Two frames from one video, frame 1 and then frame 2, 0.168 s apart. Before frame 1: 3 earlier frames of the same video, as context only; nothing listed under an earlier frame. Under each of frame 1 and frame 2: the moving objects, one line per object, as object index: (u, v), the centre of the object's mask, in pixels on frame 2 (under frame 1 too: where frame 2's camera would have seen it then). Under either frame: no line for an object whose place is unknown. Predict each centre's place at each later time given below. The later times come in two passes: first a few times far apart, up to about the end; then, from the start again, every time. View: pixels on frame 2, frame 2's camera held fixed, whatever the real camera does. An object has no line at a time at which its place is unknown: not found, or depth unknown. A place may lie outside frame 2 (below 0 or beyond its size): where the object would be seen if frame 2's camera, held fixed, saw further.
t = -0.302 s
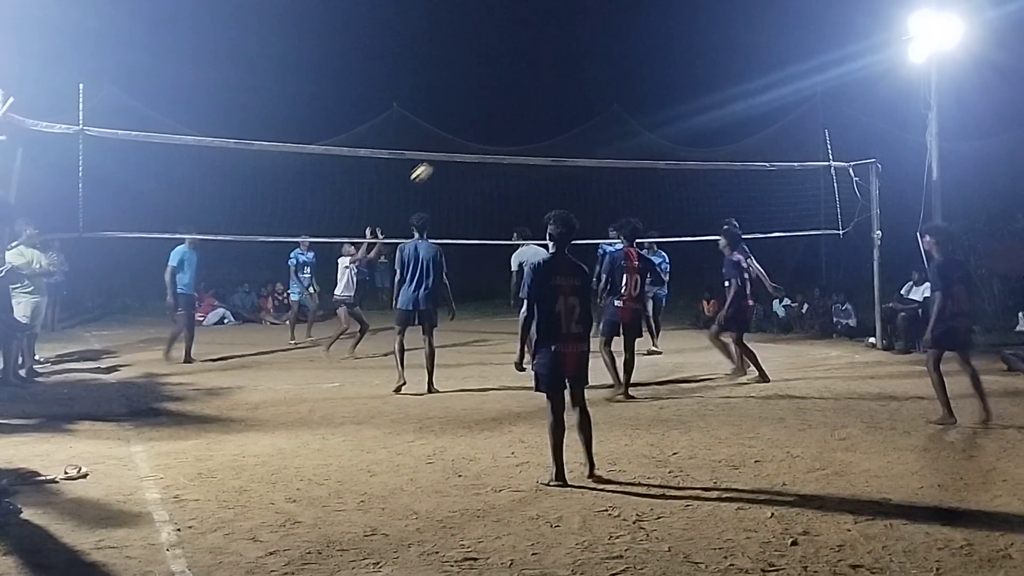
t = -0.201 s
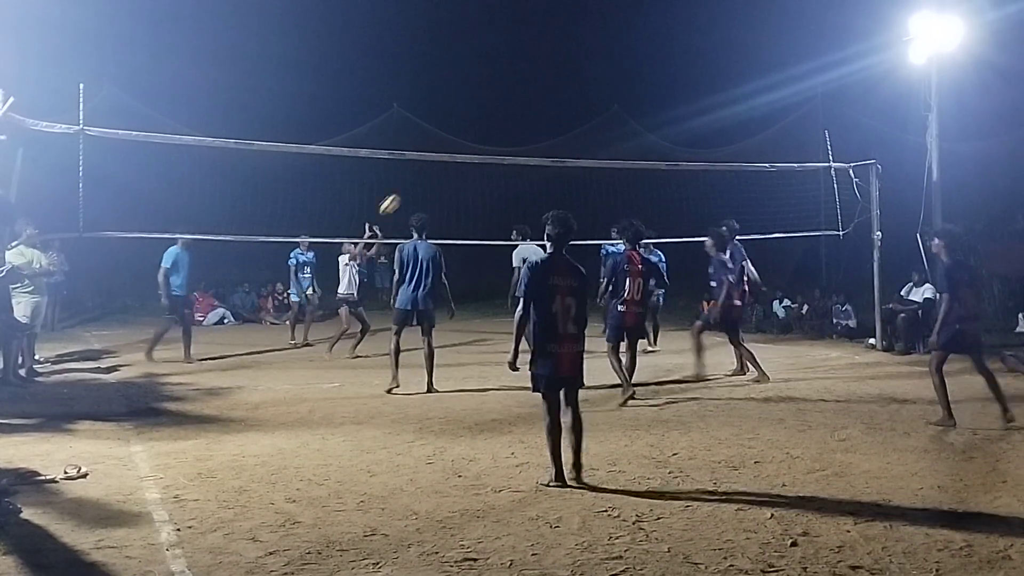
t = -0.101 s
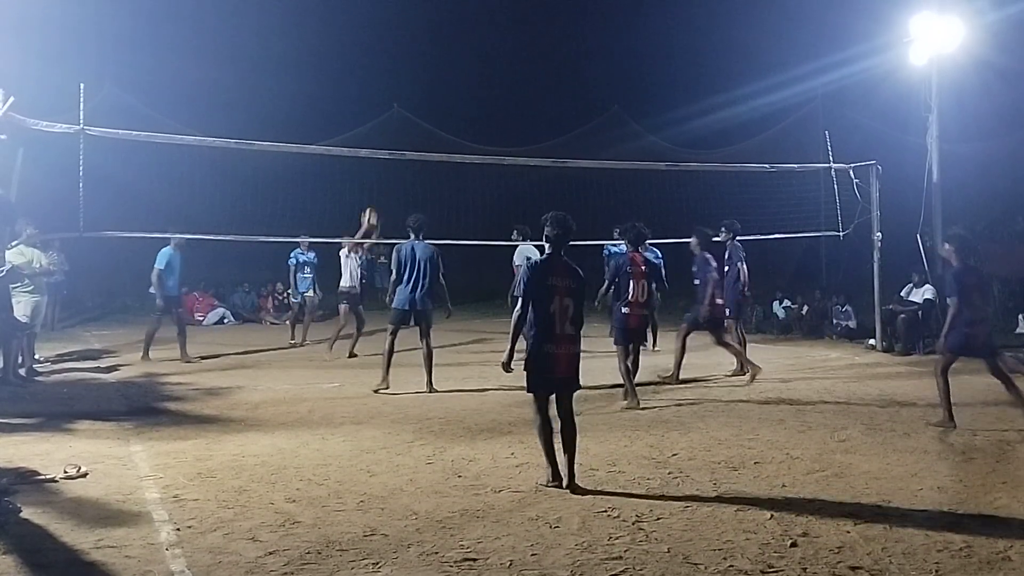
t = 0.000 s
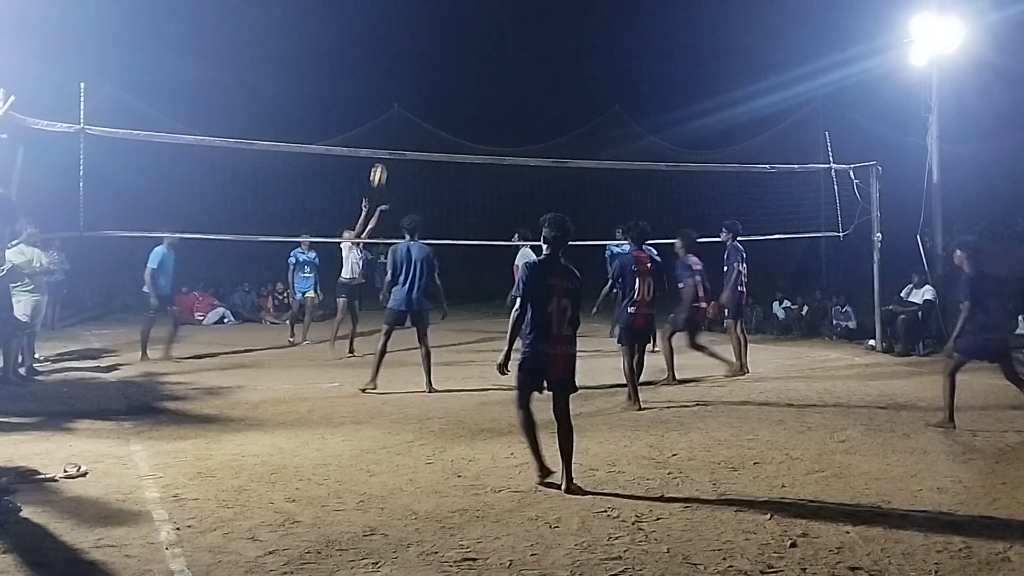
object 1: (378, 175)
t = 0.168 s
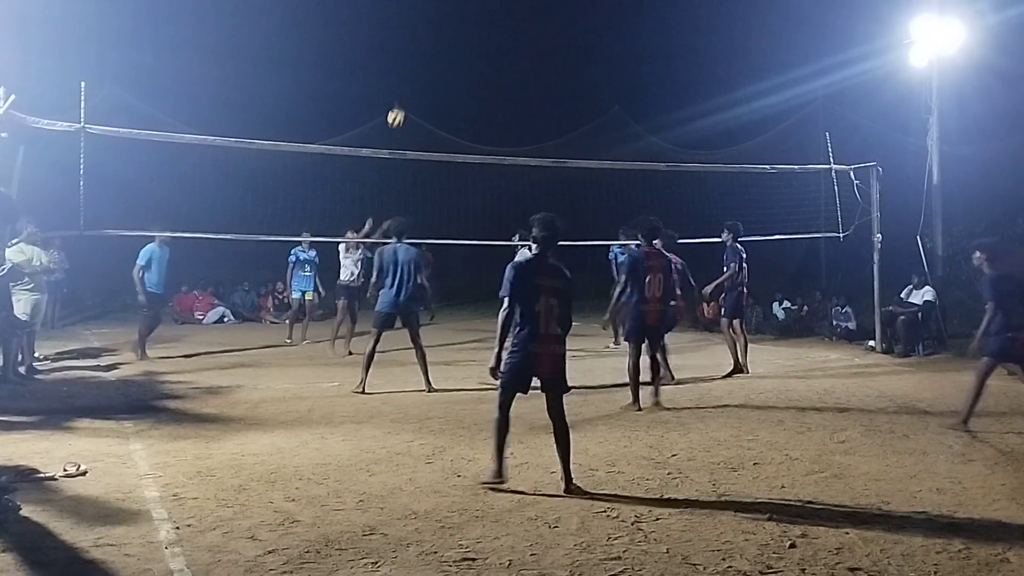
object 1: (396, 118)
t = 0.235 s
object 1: (402, 100)
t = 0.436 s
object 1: (423, 67)
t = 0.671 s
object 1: (446, 66)
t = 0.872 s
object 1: (466, 97)
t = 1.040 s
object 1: (482, 145)
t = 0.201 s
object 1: (399, 109)
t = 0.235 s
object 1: (402, 100)
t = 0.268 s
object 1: (406, 93)
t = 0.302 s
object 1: (409, 86)
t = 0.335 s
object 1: (413, 80)
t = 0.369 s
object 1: (416, 75)
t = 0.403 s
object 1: (419, 71)
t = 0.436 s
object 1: (423, 67)
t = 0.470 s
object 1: (426, 65)
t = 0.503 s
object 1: (429, 63)
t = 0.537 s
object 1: (432, 62)
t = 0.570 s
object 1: (436, 62)
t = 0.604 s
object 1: (439, 63)
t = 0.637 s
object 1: (442, 64)
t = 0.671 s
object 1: (446, 66)
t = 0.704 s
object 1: (449, 69)
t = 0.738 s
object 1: (453, 74)
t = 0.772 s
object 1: (456, 78)
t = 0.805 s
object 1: (459, 84)
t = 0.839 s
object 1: (463, 90)
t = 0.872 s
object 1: (466, 97)
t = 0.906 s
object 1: (469, 105)
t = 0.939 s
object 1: (472, 114)
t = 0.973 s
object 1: (475, 123)
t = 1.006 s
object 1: (478, 134)
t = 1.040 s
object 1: (482, 145)
